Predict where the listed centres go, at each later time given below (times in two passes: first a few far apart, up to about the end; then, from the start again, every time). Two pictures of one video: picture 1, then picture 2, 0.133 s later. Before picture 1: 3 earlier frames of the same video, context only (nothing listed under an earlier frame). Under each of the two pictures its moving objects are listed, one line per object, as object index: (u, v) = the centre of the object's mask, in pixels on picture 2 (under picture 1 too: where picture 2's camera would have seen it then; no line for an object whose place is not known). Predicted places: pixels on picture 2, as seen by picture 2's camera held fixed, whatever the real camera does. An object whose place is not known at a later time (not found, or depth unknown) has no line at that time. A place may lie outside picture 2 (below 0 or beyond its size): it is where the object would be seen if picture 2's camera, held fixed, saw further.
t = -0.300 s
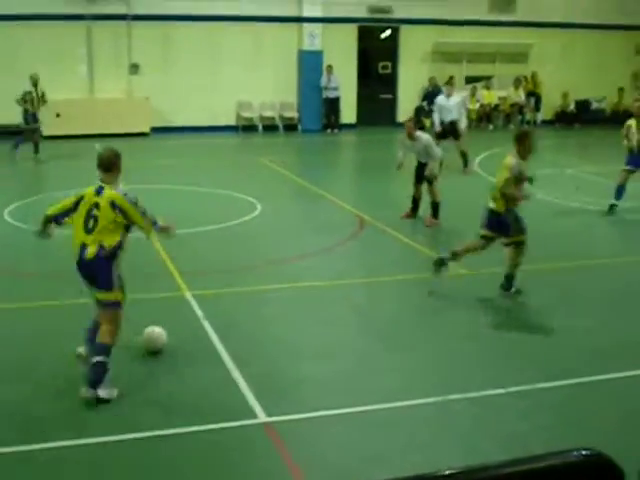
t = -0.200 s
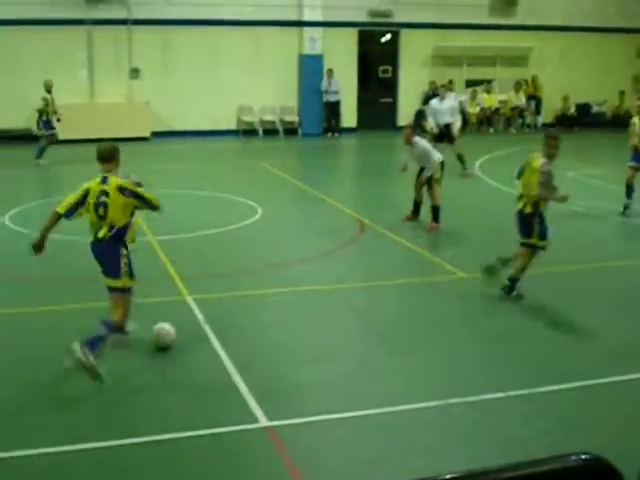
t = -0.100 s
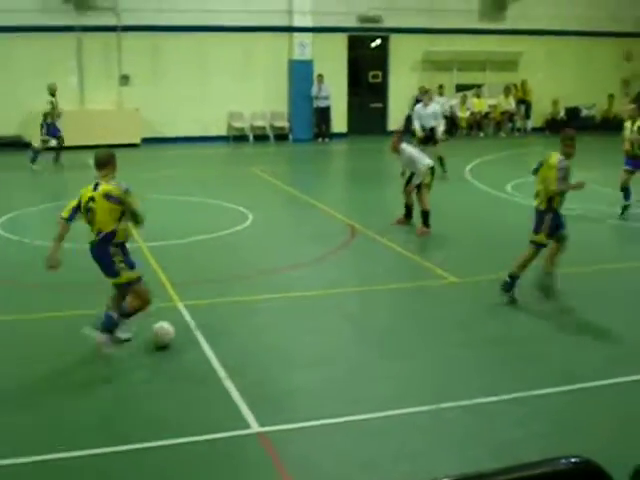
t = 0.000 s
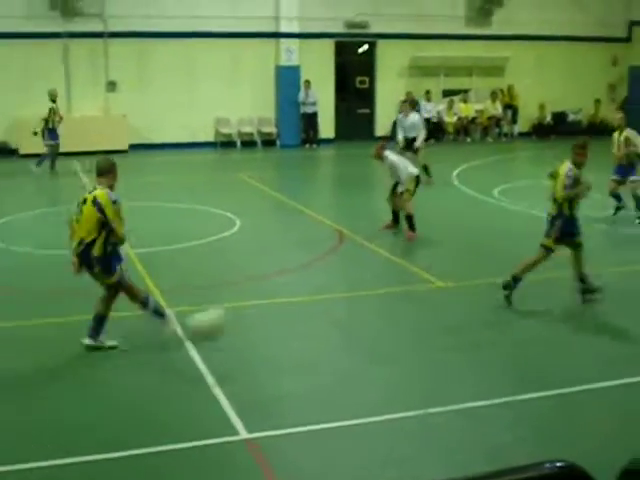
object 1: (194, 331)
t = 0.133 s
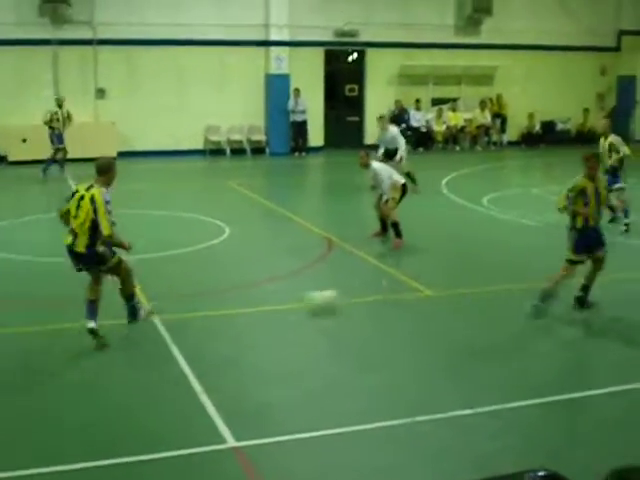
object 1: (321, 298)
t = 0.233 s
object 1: (393, 283)
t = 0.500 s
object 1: (522, 250)
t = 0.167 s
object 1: (348, 291)
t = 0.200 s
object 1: (370, 288)
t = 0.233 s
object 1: (393, 283)
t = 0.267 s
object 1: (413, 277)
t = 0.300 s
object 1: (432, 272)
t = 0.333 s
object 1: (451, 269)
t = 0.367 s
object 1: (467, 263)
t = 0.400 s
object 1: (482, 260)
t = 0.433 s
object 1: (497, 258)
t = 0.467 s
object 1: (510, 254)
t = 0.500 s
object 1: (522, 250)
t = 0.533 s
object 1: (534, 246)
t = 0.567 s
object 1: (546, 245)
